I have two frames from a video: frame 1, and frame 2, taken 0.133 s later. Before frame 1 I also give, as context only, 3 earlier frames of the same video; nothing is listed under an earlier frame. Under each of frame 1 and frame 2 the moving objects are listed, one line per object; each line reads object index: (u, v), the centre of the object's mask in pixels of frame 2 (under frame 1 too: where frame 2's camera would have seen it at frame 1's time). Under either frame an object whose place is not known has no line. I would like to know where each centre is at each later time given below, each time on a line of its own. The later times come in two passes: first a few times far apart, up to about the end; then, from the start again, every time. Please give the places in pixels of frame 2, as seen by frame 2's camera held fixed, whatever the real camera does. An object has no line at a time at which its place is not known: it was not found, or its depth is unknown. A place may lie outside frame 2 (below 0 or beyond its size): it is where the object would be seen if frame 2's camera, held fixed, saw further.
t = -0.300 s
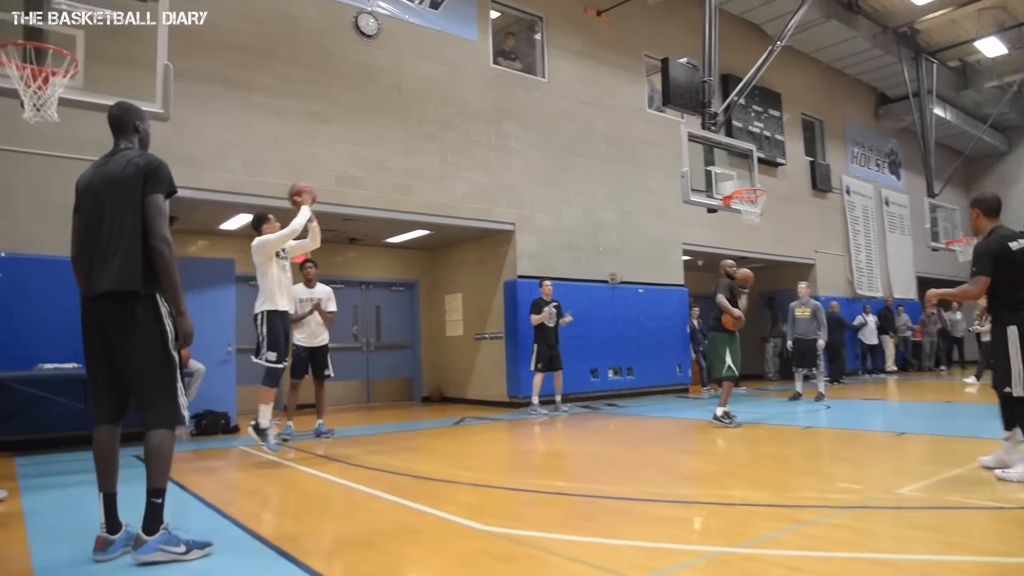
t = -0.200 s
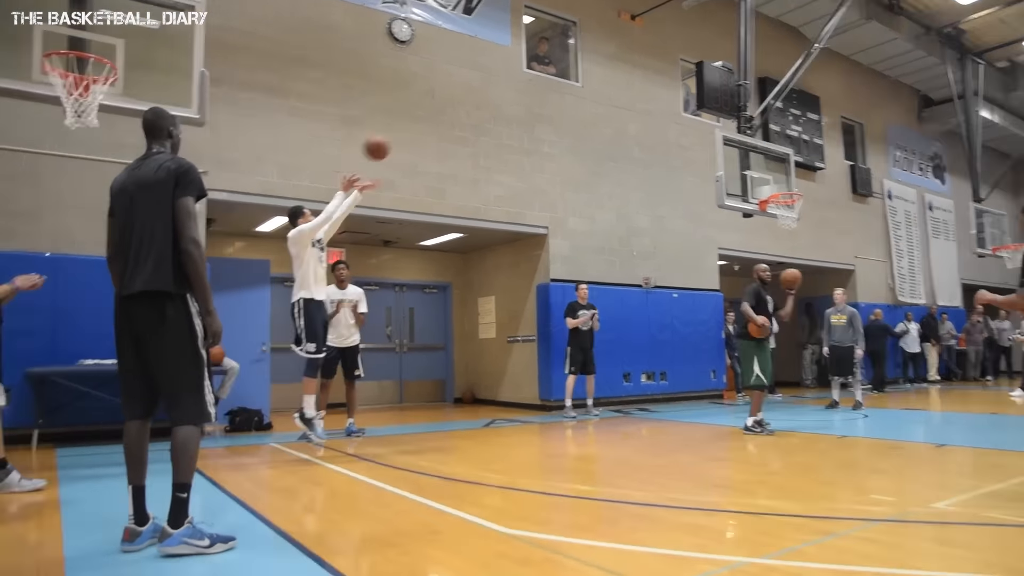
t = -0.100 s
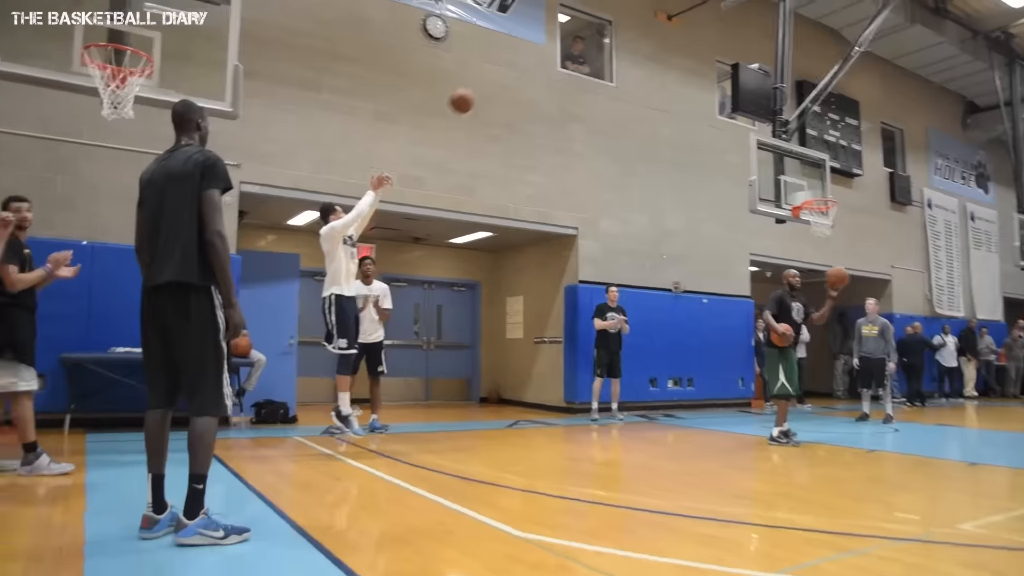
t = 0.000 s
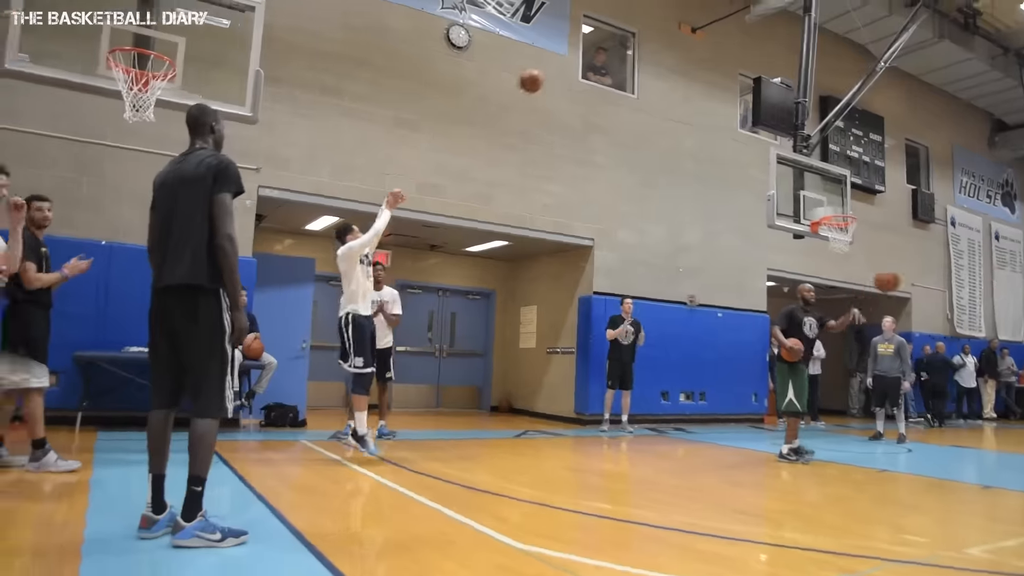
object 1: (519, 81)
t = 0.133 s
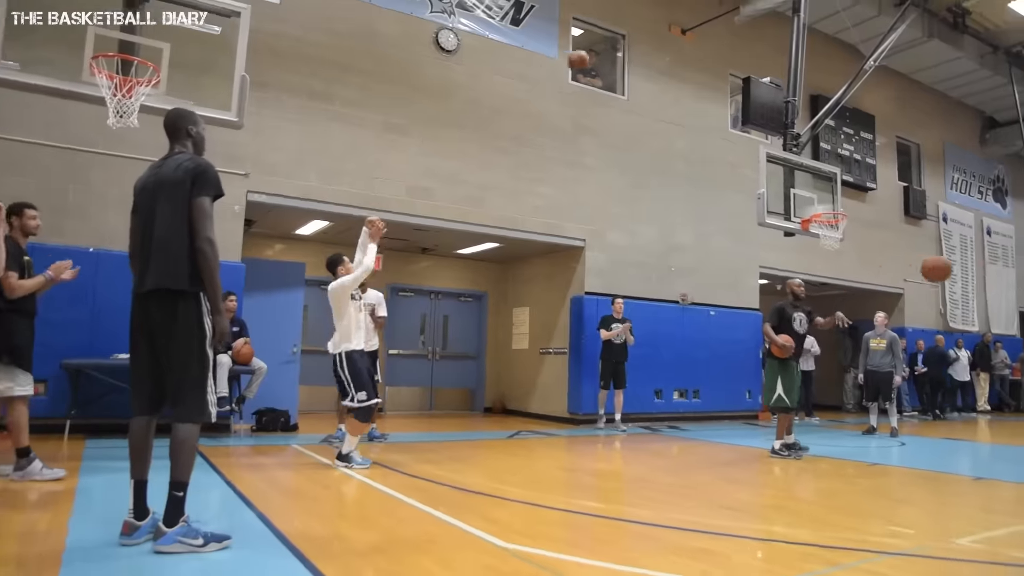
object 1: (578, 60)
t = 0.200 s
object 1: (604, 55)
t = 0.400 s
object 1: (674, 61)
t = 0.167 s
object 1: (591, 58)
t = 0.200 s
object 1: (604, 55)
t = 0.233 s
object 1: (616, 54)
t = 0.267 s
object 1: (628, 54)
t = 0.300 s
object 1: (640, 54)
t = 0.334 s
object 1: (652, 56)
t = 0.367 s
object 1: (663, 58)
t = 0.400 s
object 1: (674, 61)
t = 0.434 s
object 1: (685, 65)
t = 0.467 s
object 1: (696, 70)
